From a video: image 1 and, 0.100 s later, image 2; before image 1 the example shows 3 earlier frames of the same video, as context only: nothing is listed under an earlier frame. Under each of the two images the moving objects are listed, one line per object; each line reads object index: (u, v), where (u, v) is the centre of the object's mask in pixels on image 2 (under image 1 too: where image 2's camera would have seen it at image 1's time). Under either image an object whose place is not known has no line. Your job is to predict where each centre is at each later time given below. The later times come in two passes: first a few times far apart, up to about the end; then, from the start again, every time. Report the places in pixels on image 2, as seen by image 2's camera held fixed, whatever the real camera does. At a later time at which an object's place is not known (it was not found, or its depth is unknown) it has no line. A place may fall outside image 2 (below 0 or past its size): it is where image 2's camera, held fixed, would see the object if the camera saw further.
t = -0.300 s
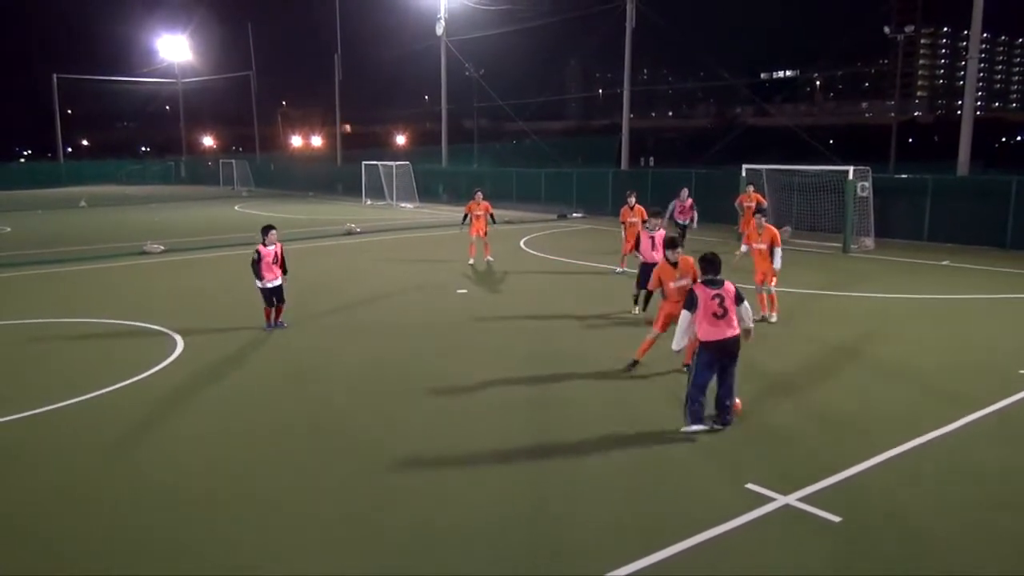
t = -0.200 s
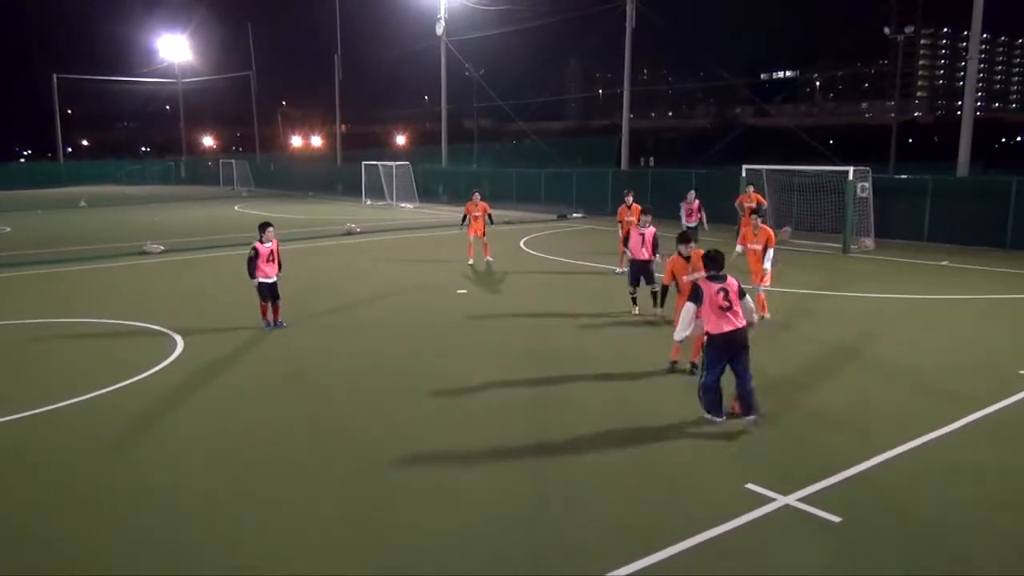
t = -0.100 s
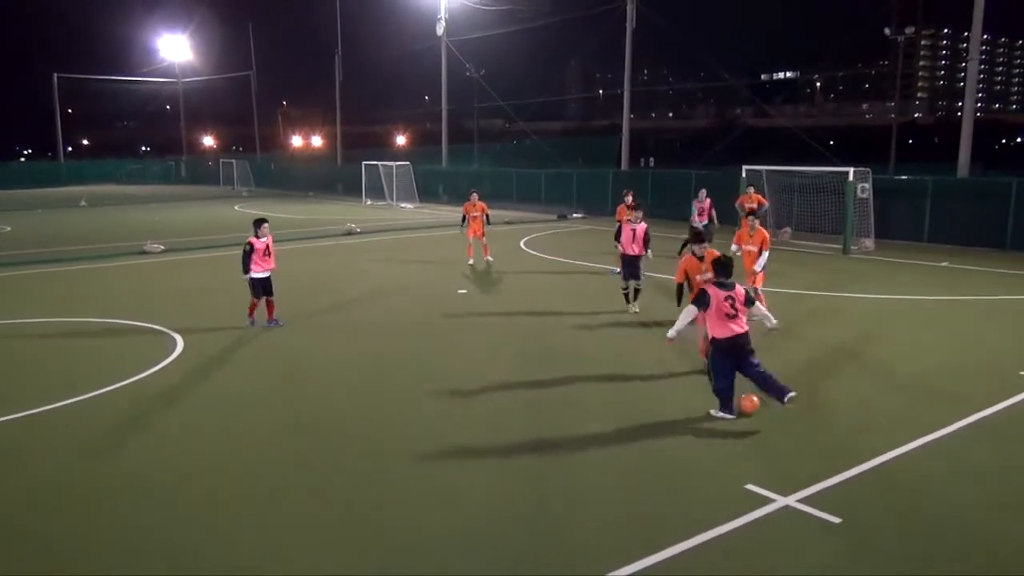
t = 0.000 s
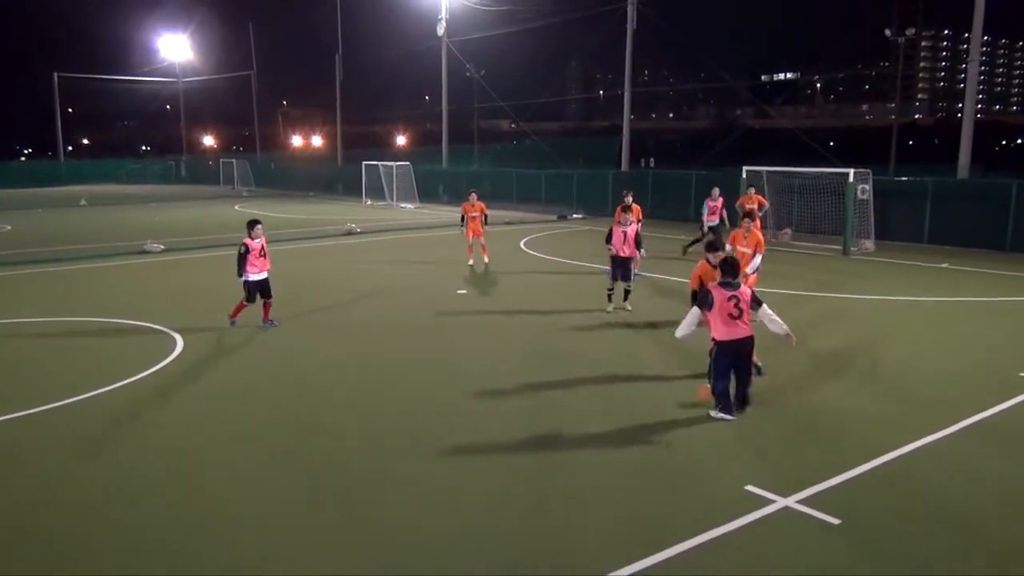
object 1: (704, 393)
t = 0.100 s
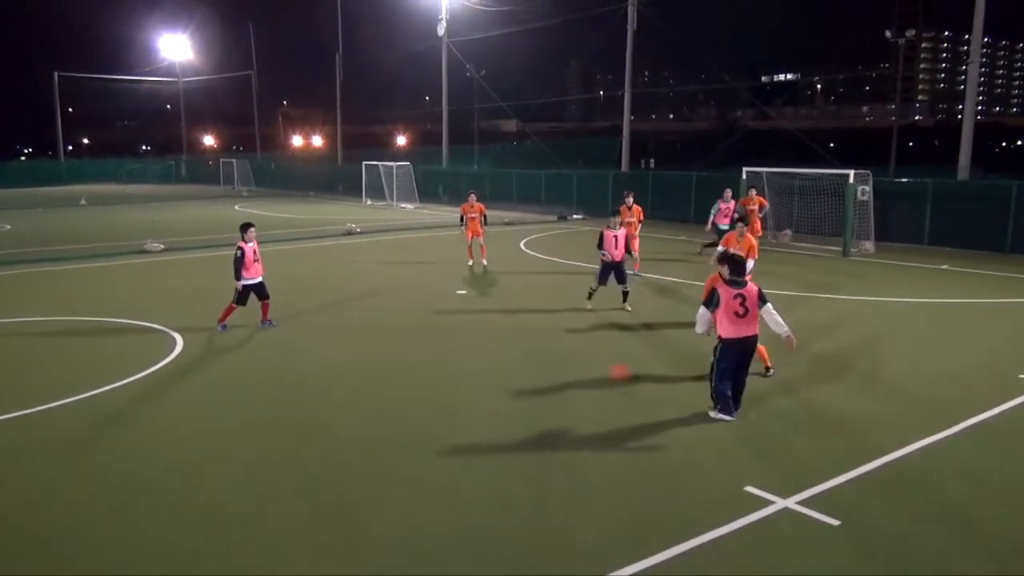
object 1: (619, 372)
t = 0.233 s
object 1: (522, 353)
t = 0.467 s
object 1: (402, 329)
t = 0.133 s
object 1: (592, 366)
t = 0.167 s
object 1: (567, 363)
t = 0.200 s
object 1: (544, 358)
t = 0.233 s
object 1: (522, 353)
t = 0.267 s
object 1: (502, 348)
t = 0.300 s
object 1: (483, 345)
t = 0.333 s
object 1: (464, 341)
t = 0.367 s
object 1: (448, 337)
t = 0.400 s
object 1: (432, 334)
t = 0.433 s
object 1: (416, 331)
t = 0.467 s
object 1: (402, 329)
